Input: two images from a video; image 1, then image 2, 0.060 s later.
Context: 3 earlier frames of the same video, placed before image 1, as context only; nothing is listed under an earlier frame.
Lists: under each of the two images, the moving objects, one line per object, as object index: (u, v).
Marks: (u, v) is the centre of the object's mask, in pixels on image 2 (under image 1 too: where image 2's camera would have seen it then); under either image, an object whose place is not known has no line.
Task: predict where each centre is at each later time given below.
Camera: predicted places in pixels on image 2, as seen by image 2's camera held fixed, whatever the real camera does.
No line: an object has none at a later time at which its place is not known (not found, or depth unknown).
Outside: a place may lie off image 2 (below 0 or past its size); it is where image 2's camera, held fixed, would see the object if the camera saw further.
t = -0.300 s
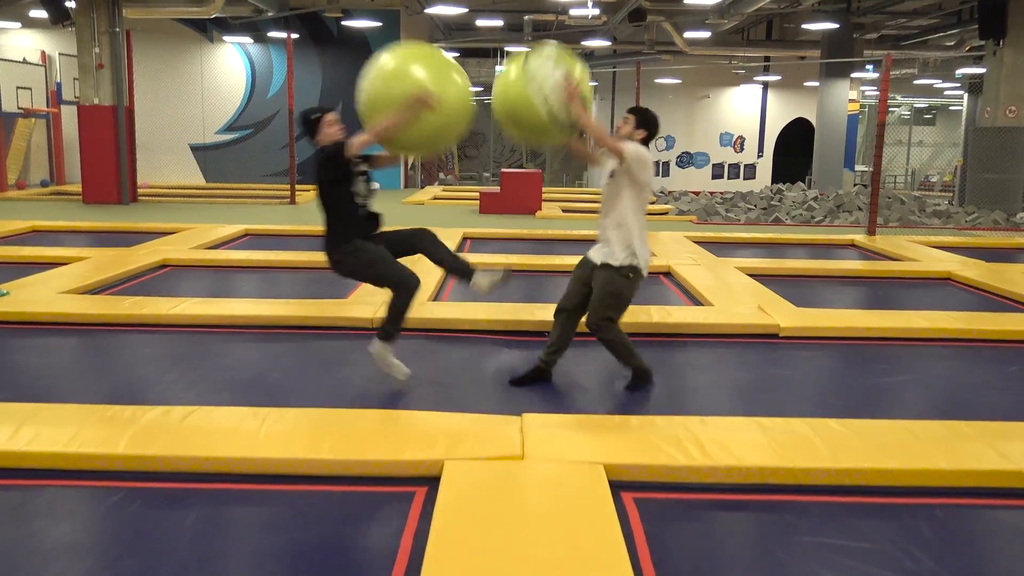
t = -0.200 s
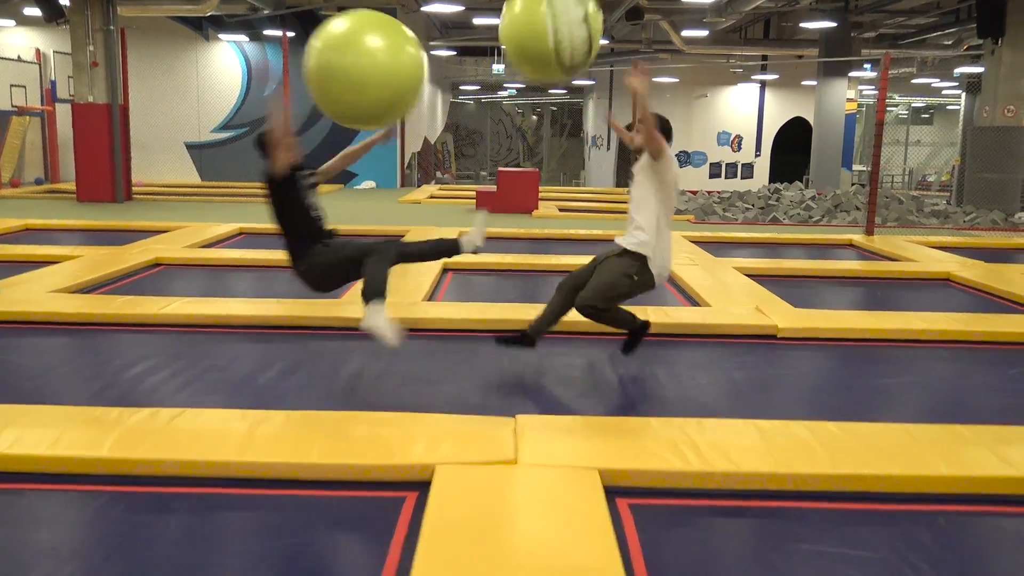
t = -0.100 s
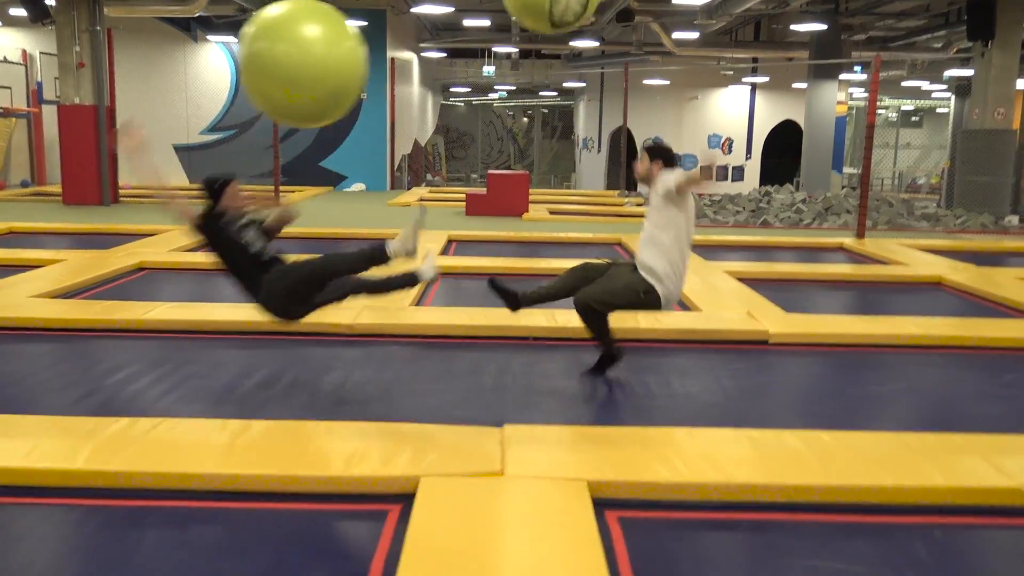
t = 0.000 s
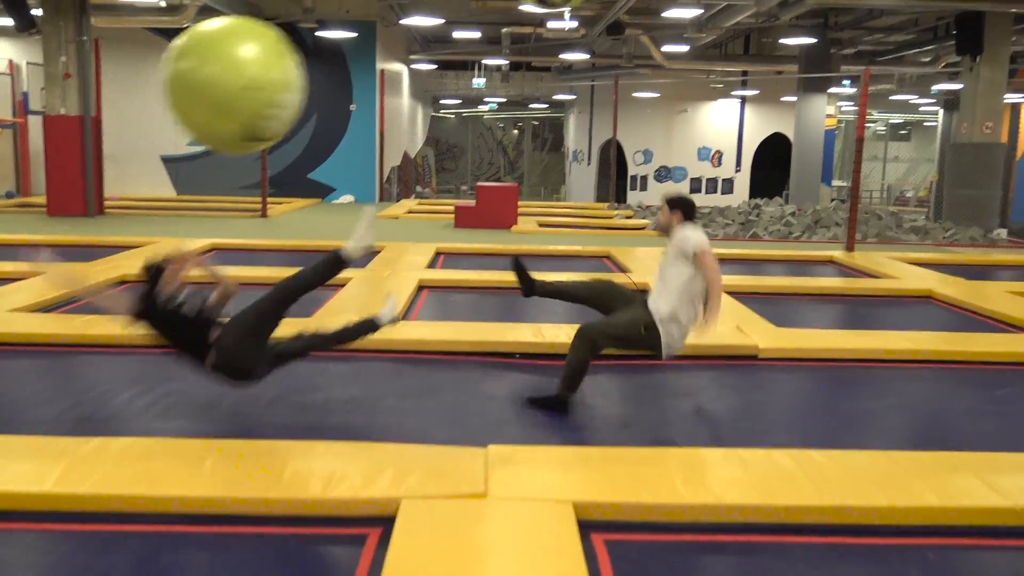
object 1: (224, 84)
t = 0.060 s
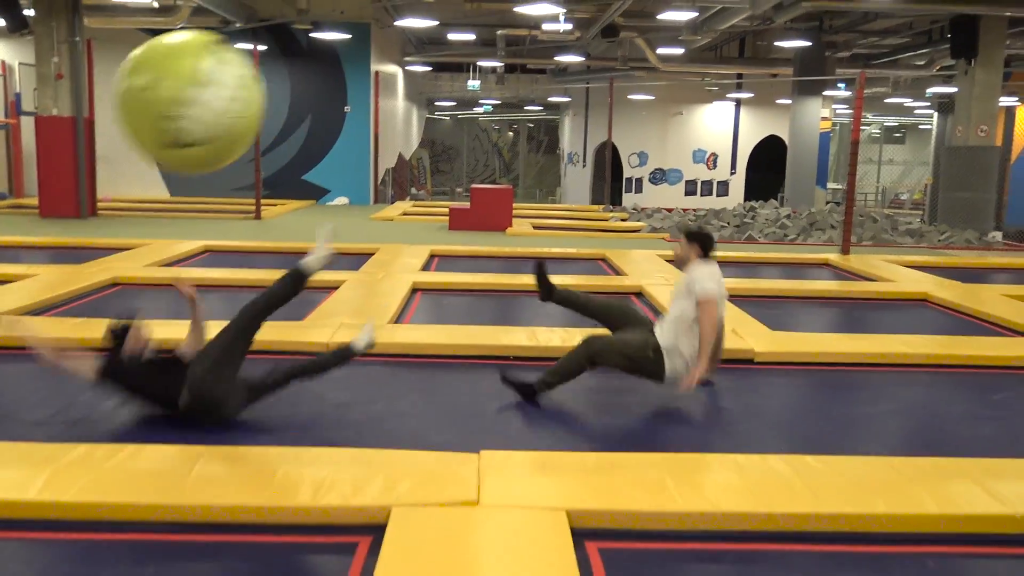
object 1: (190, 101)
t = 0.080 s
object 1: (179, 108)
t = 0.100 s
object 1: (167, 116)
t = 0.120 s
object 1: (156, 125)
